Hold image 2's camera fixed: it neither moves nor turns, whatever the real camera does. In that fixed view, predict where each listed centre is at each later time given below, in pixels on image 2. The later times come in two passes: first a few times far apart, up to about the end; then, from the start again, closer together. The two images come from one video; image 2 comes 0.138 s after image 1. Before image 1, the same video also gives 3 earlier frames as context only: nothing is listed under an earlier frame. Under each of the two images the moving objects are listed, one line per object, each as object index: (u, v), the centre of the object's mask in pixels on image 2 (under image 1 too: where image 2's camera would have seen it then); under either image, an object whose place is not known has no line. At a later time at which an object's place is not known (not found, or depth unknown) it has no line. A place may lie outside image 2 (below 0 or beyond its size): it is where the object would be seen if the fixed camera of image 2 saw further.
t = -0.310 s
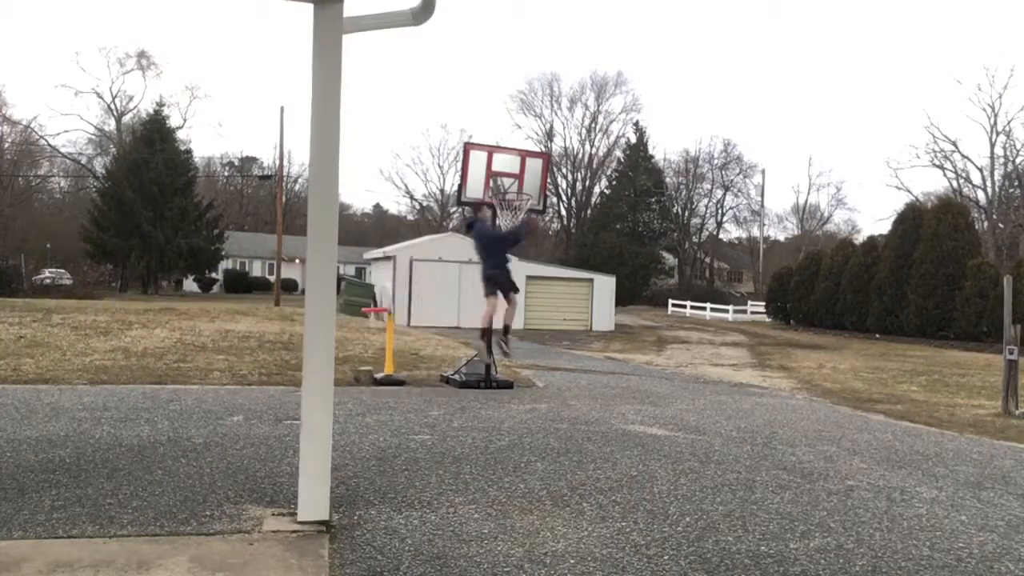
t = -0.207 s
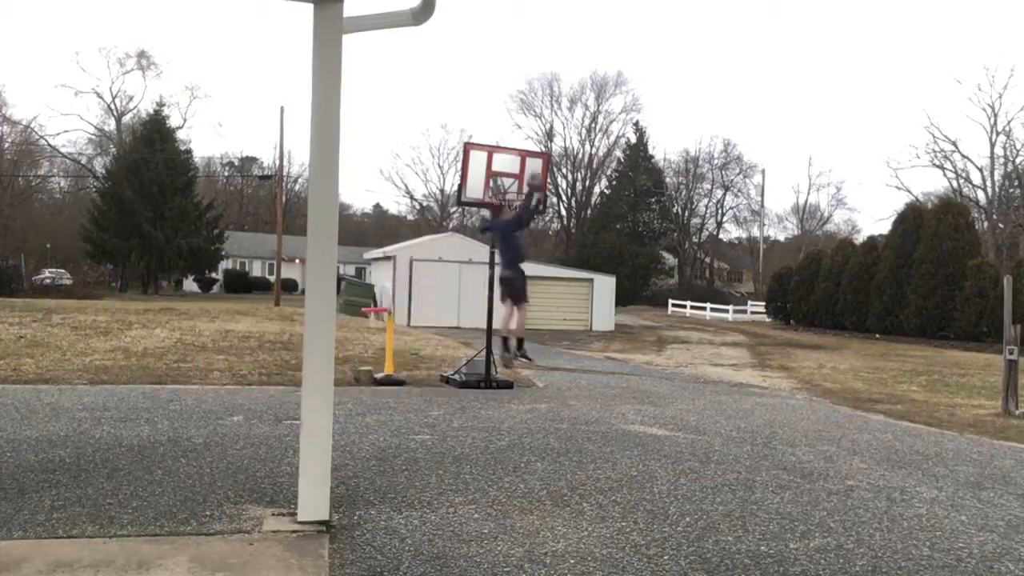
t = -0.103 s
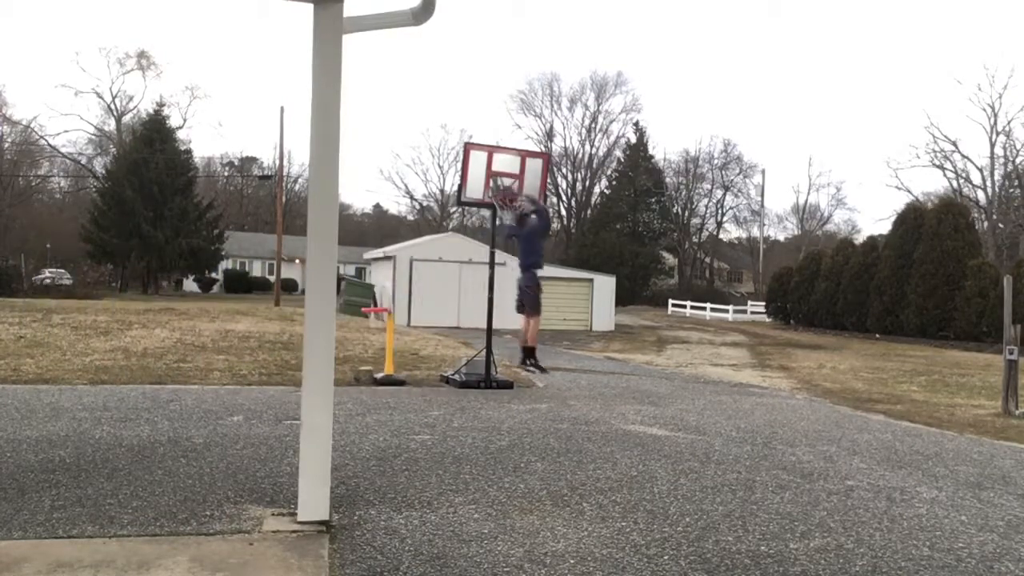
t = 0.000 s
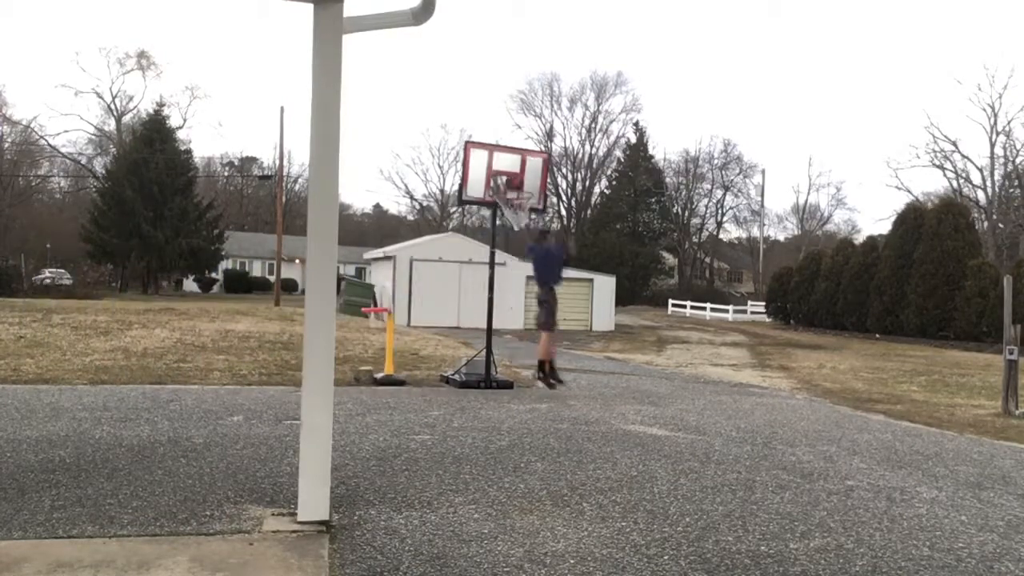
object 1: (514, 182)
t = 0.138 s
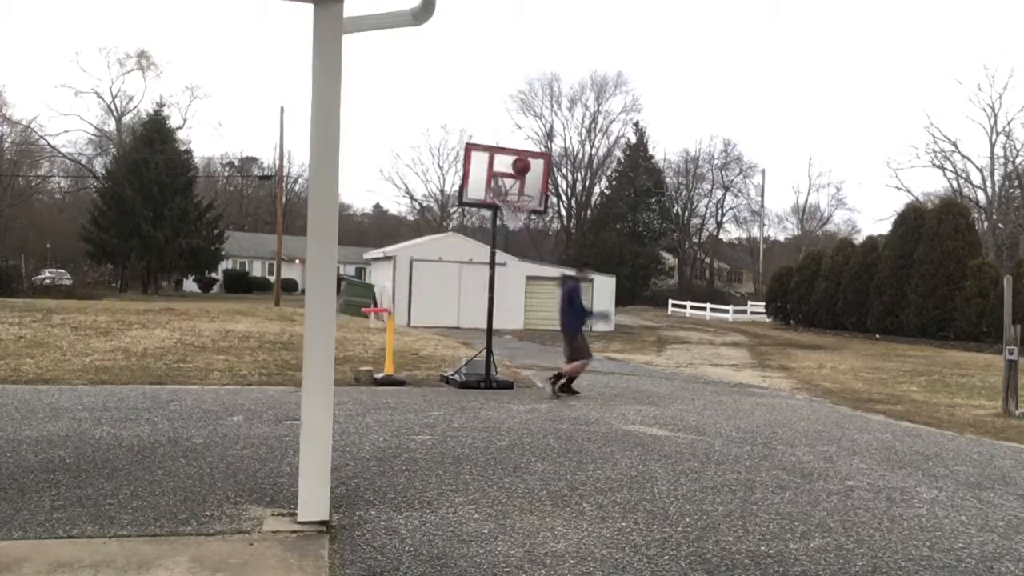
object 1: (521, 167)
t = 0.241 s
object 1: (527, 169)
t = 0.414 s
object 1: (539, 193)
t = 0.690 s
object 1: (557, 285)
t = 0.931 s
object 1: (572, 385)
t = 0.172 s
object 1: (523, 167)
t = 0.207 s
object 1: (525, 167)
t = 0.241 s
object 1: (527, 169)
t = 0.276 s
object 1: (530, 171)
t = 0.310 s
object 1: (532, 175)
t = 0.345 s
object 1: (533, 180)
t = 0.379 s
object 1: (536, 186)
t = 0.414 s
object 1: (539, 193)
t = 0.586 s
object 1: (549, 243)
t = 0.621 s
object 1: (549, 252)
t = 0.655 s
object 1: (555, 268)
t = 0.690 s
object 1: (557, 285)
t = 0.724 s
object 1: (559, 300)
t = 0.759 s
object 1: (561, 317)
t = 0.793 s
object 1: (564, 335)
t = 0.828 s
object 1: (565, 356)
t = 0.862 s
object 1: (568, 379)
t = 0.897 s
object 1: (571, 398)
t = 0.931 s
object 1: (572, 385)
